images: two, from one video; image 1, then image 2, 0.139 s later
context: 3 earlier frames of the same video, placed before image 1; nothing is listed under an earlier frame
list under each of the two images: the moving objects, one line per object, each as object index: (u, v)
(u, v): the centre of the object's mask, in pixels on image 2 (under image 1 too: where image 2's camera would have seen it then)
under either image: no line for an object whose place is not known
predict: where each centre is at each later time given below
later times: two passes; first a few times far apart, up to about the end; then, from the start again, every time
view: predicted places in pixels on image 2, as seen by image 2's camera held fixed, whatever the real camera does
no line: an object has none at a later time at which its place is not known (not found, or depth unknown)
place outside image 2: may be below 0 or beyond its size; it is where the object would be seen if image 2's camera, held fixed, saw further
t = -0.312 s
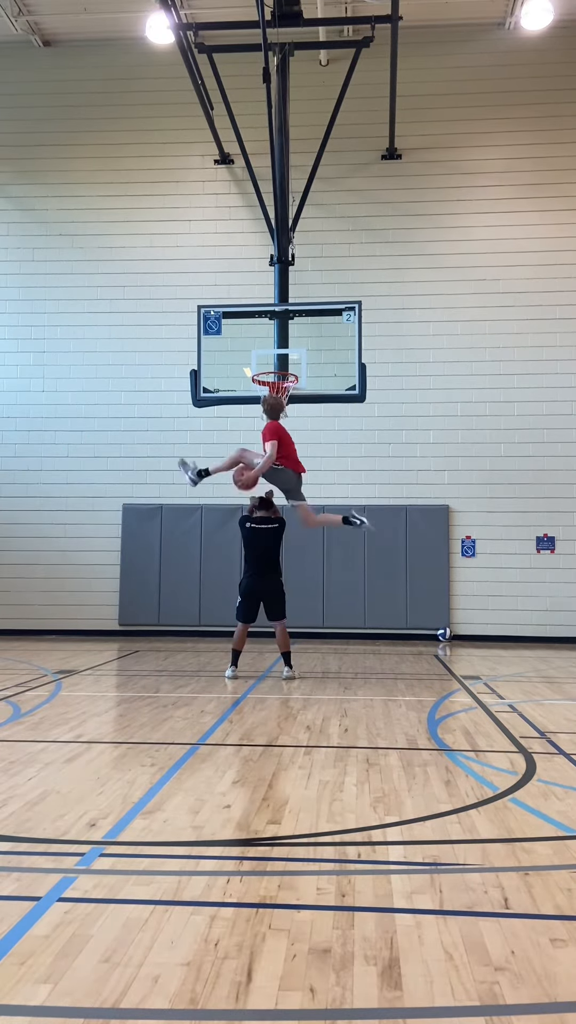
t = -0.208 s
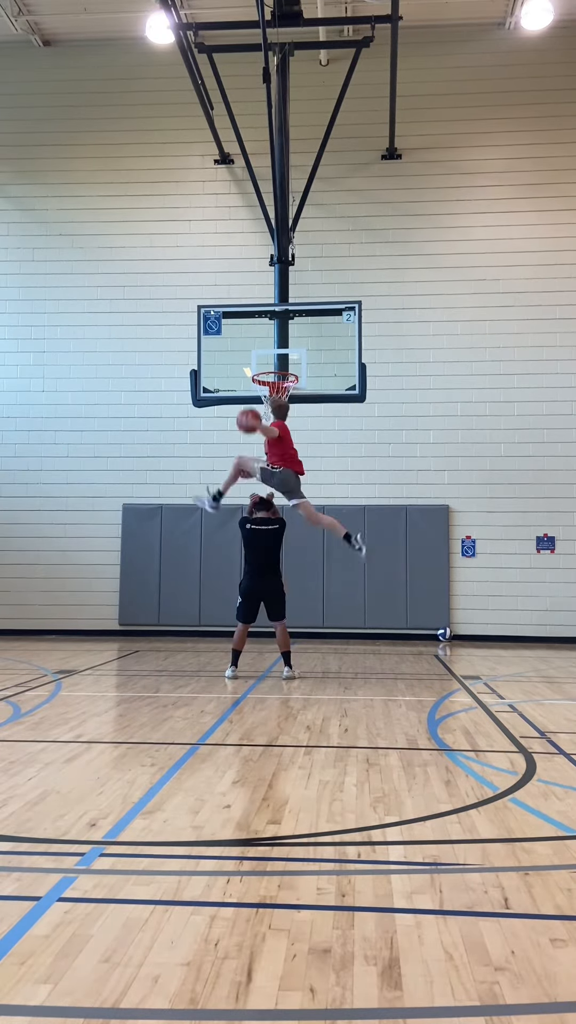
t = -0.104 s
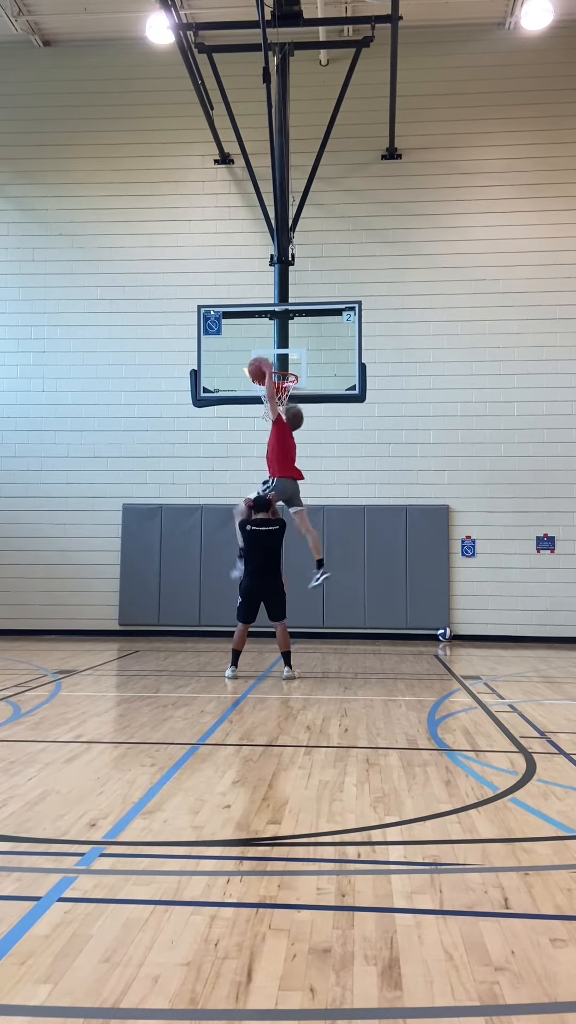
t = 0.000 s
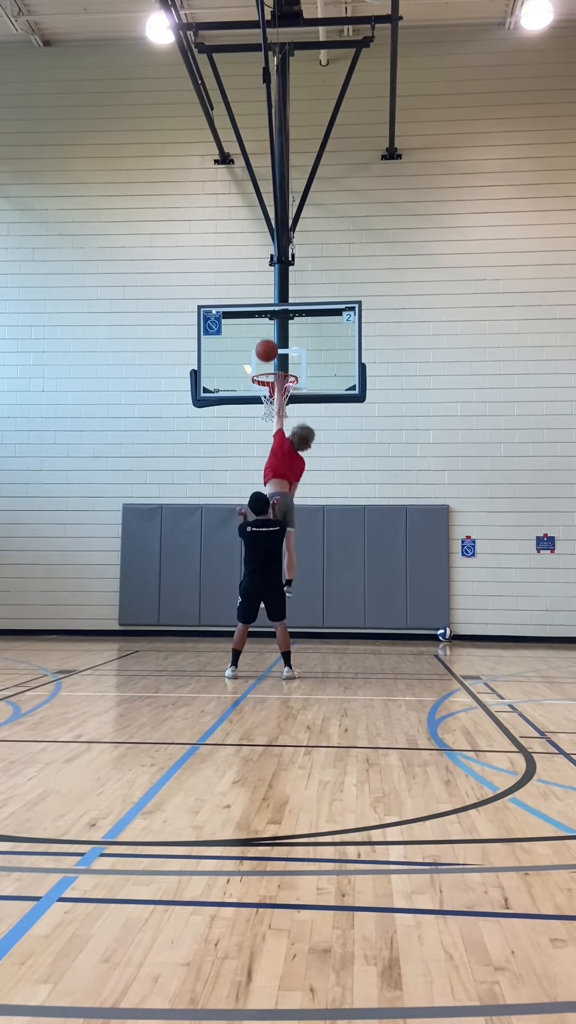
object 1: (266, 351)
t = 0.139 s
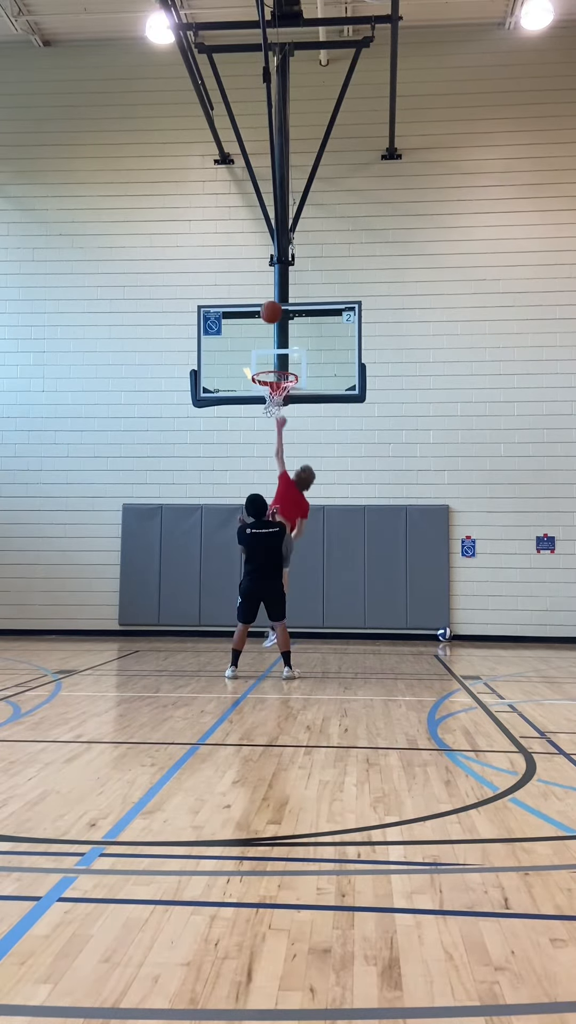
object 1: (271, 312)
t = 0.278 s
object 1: (276, 289)
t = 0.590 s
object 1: (260, 254)
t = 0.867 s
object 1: (241, 285)
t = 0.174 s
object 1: (272, 306)
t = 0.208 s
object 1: (273, 300)
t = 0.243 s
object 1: (274, 295)
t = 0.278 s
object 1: (276, 289)
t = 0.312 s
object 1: (277, 287)
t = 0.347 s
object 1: (275, 280)
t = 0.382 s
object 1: (273, 274)
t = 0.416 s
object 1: (271, 269)
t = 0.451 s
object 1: (269, 264)
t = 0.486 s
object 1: (267, 260)
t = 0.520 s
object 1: (265, 257)
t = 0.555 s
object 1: (263, 255)
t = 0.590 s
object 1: (260, 254)
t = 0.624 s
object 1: (258, 254)
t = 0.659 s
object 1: (256, 256)
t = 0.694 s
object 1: (253, 258)
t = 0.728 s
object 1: (251, 261)
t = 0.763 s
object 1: (248, 265)
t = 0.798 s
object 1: (246, 270)
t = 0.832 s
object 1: (243, 277)
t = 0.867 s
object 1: (241, 285)
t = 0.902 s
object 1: (238, 294)
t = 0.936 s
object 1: (236, 303)
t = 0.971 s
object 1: (233, 314)
